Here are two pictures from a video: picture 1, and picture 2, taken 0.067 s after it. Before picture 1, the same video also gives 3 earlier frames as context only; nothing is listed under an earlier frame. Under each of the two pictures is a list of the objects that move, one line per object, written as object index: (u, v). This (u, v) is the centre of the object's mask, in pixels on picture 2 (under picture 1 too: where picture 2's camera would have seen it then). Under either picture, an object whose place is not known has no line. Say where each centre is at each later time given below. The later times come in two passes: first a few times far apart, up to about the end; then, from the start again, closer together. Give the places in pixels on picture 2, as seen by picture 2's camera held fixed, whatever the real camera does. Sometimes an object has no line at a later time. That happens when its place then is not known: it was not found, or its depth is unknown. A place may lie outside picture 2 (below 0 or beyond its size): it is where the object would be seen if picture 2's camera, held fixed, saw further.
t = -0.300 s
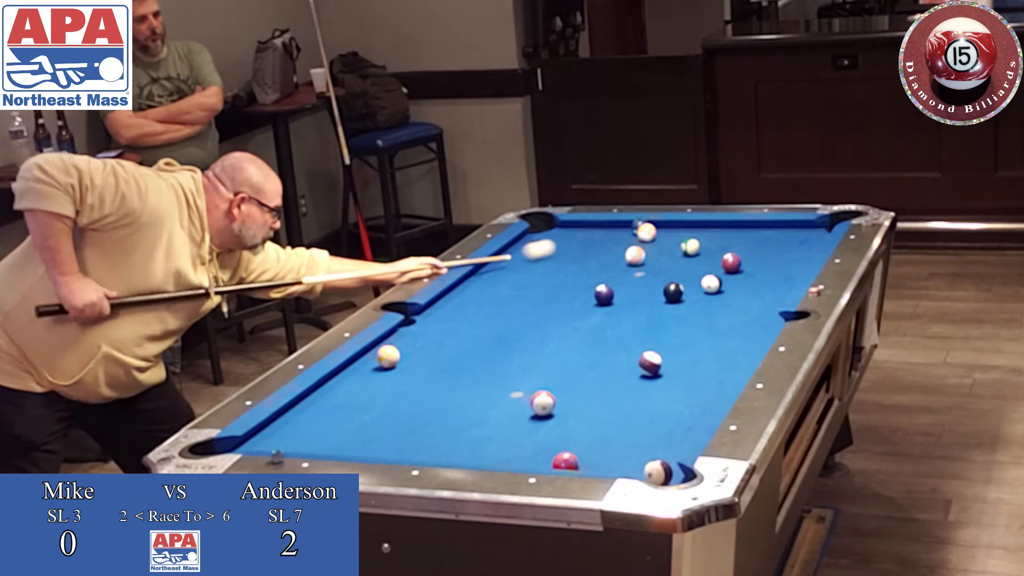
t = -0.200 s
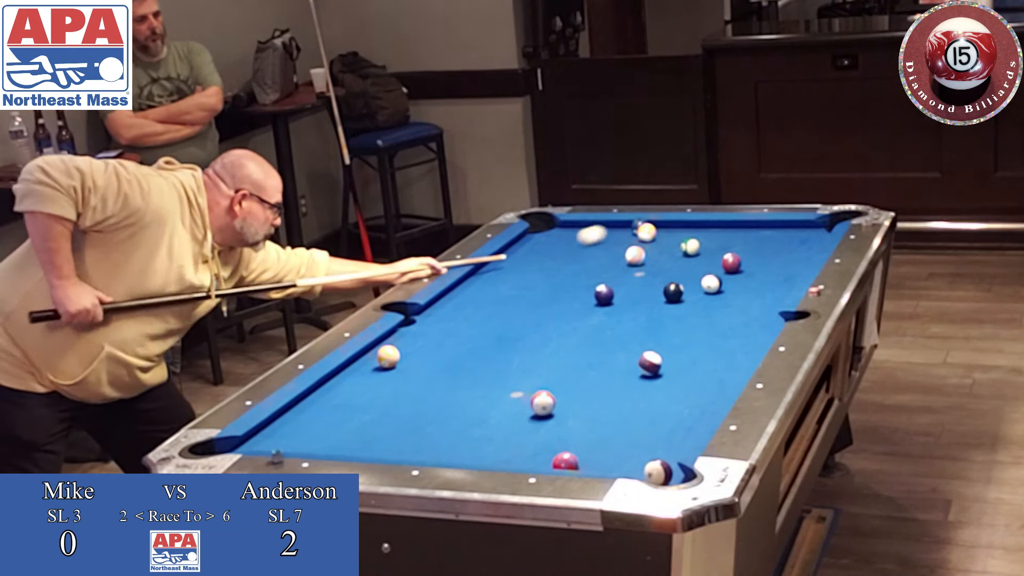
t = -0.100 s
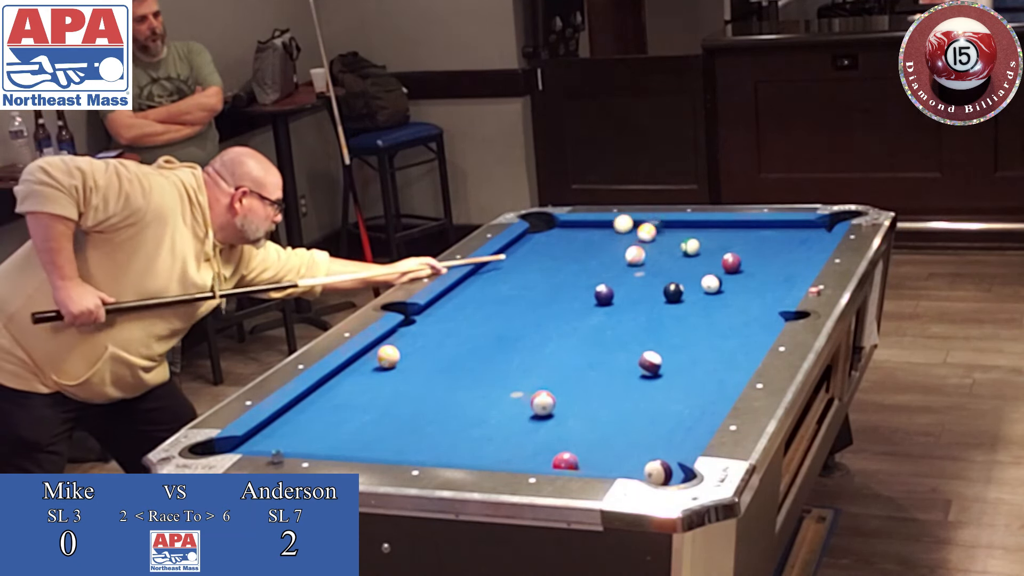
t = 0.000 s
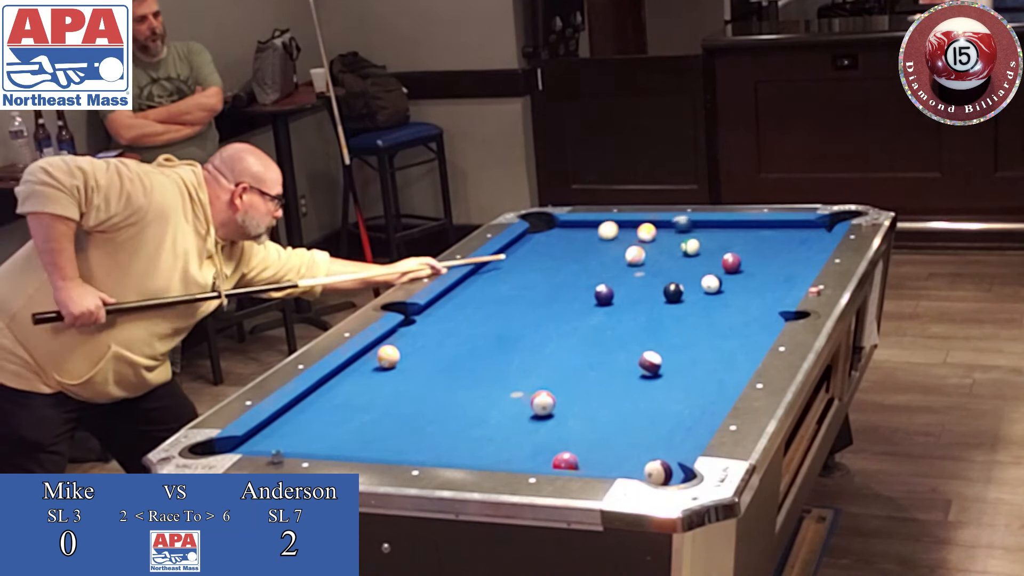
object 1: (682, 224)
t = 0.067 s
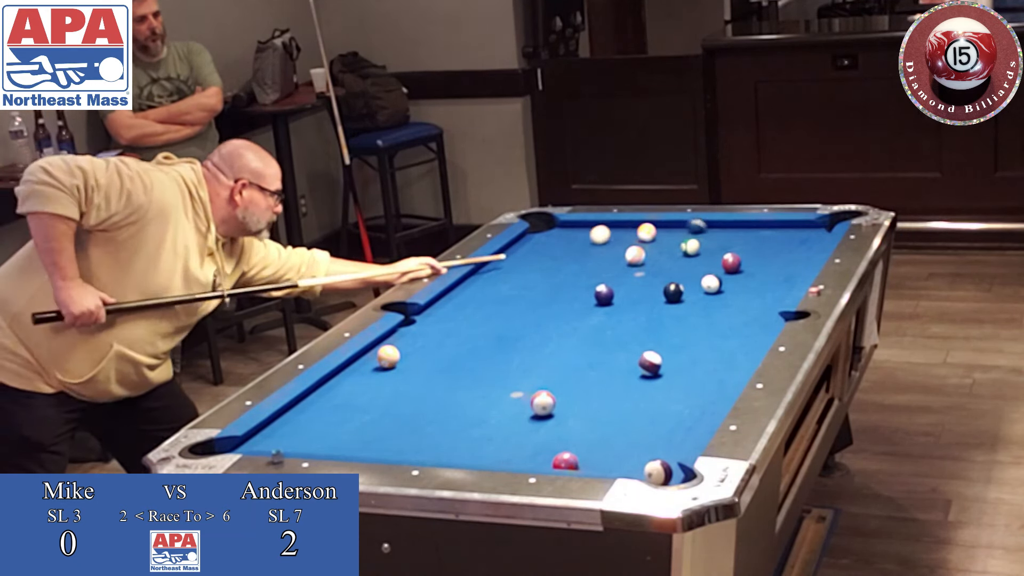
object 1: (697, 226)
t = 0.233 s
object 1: (728, 227)
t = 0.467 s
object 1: (774, 229)
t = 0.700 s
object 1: (818, 231)
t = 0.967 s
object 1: (794, 234)
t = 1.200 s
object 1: (763, 235)
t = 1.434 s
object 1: (733, 237)
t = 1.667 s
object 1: (706, 238)
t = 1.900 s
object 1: (676, 240)
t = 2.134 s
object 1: (653, 241)
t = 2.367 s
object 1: (627, 241)
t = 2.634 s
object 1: (604, 244)
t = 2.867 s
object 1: (583, 244)
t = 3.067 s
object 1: (566, 246)
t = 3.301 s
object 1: (549, 247)
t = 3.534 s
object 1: (533, 247)
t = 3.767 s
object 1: (517, 247)
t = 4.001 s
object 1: (514, 247)
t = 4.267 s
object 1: (522, 247)
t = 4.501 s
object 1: (528, 249)
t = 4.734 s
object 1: (532, 249)
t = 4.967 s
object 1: (535, 249)
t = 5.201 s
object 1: (535, 249)
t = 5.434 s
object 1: (535, 249)
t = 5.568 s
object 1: (535, 248)
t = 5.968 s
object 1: (539, 249)
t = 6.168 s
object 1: (535, 249)
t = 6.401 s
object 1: (535, 249)
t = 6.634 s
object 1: (535, 249)
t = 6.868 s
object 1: (535, 249)
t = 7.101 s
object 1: (535, 249)
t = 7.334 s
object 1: (535, 249)
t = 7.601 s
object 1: (535, 249)
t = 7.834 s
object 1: (535, 249)
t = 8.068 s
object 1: (535, 249)
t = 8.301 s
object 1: (535, 249)
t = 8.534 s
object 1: (535, 249)
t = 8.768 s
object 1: (535, 249)
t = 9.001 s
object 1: (535, 249)
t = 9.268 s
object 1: (535, 249)
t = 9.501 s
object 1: (535, 249)
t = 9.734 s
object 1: (535, 249)
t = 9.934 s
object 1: (535, 249)
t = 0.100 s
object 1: (703, 226)
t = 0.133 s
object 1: (709, 225)
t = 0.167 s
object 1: (716, 226)
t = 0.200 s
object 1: (722, 227)
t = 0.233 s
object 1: (728, 227)
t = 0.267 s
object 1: (735, 226)
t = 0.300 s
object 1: (742, 227)
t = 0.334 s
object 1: (748, 229)
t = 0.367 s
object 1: (754, 228)
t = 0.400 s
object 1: (760, 228)
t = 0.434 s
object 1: (768, 228)
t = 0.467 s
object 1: (774, 229)
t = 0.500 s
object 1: (779, 230)
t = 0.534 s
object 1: (786, 229)
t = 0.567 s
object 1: (793, 230)
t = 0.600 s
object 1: (800, 231)
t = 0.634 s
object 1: (806, 231)
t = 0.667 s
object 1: (811, 230)
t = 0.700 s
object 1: (818, 231)
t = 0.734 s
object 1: (823, 231)
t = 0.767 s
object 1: (821, 231)
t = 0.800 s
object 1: (817, 232)
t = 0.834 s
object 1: (812, 232)
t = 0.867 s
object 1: (807, 232)
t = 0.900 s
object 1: (802, 233)
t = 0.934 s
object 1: (798, 234)
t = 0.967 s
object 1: (794, 234)
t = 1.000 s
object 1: (789, 234)
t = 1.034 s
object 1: (784, 234)
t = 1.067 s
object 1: (780, 235)
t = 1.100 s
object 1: (775, 234)
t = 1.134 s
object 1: (772, 235)
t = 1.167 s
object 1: (767, 235)
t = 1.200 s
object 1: (763, 235)
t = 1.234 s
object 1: (759, 235)
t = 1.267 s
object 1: (754, 235)
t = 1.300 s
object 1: (749, 235)
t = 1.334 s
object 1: (745, 236)
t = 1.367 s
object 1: (741, 236)
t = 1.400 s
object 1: (737, 237)
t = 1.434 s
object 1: (733, 237)
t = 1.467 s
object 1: (729, 237)
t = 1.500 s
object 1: (725, 237)
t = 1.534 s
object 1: (721, 238)
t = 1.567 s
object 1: (717, 238)
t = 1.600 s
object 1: (713, 238)
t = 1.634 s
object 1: (709, 239)
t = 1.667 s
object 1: (706, 238)
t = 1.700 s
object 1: (703, 237)
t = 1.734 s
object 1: (699, 236)
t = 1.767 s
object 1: (693, 235)
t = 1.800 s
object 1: (688, 235)
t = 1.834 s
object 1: (682, 237)
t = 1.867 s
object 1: (678, 239)
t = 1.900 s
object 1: (676, 240)
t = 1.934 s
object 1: (674, 240)
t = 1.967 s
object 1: (670, 241)
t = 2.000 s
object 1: (667, 241)
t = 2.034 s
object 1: (664, 241)
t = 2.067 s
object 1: (660, 241)
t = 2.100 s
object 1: (657, 241)
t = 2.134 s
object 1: (653, 241)
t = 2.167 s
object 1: (650, 241)
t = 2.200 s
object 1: (647, 241)
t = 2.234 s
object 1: (643, 241)
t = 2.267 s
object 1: (640, 240)
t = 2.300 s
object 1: (635, 239)
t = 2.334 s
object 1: (631, 240)
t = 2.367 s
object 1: (627, 241)
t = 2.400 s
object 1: (624, 242)
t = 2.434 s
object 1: (622, 243)
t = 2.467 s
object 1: (620, 243)
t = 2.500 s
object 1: (616, 243)
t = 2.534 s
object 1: (613, 244)
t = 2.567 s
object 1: (610, 244)
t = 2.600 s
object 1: (607, 244)
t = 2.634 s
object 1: (604, 244)
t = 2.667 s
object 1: (600, 244)
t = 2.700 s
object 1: (598, 244)
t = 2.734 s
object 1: (595, 245)
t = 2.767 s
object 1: (592, 245)
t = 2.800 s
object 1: (590, 244)
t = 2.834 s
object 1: (587, 244)
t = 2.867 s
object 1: (583, 244)
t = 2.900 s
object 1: (580, 244)
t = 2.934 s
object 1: (577, 244)
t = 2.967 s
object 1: (574, 244)
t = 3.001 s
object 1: (571, 245)
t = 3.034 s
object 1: (569, 246)
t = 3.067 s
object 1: (566, 246)
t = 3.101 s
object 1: (564, 246)
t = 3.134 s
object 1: (561, 246)
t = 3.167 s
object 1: (559, 246)
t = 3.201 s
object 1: (556, 246)
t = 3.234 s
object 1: (554, 246)
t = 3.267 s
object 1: (551, 247)
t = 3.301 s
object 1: (549, 247)
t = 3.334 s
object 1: (546, 247)
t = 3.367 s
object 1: (544, 247)
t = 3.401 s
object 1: (542, 247)
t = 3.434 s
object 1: (540, 247)
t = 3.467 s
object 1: (537, 247)
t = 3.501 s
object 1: (535, 247)
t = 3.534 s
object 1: (533, 247)
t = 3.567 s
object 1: (531, 246)
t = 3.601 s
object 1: (528, 246)
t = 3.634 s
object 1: (526, 246)
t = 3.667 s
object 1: (524, 246)
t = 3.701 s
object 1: (521, 246)
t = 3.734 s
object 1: (519, 246)
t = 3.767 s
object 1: (517, 247)
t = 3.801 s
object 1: (515, 247)
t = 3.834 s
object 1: (513, 247)
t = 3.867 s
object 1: (511, 248)
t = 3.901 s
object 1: (511, 248)
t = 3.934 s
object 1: (512, 247)
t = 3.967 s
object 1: (513, 247)
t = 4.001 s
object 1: (514, 247)
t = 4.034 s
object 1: (515, 247)
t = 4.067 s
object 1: (516, 247)
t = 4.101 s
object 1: (518, 247)
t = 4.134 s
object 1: (519, 247)
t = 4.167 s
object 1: (520, 247)
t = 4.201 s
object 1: (520, 248)
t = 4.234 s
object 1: (521, 248)
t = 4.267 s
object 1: (522, 247)
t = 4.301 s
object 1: (524, 247)
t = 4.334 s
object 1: (525, 248)
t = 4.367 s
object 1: (525, 248)
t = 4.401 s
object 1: (526, 248)
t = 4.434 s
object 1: (526, 248)
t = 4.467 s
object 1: (527, 248)
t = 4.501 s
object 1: (528, 249)
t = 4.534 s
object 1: (529, 249)
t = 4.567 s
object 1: (529, 249)
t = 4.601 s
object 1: (530, 249)
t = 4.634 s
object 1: (530, 249)
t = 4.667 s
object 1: (531, 249)
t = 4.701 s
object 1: (531, 249)
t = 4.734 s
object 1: (532, 249)
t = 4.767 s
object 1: (532, 249)
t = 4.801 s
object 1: (533, 249)
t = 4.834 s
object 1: (533, 249)
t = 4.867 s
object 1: (534, 249)
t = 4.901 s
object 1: (534, 249)
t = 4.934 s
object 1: (535, 249)
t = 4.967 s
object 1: (535, 249)
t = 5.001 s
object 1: (535, 249)
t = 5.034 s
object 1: (535, 249)
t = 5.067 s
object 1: (535, 249)
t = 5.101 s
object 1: (536, 249)
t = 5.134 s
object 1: (536, 249)
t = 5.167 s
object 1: (536, 249)
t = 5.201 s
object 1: (535, 249)
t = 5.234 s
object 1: (535, 249)
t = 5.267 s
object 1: (535, 249)
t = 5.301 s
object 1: (536, 249)
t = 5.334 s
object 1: (535, 249)
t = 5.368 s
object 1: (535, 249)
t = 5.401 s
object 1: (535, 249)
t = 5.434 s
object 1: (535, 249)
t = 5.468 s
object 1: (535, 249)
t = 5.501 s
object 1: (535, 249)
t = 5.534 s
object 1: (535, 249)
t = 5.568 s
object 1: (535, 248)
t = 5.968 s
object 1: (539, 249)
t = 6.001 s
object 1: (535, 249)
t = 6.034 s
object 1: (535, 249)
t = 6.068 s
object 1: (535, 249)
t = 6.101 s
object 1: (535, 249)
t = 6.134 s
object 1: (535, 249)
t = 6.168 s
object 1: (535, 249)
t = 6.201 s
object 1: (535, 249)
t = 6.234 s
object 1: (535, 249)
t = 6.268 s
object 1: (535, 249)
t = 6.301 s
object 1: (535, 249)
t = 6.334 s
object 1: (535, 249)
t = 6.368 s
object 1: (535, 249)
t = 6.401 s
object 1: (535, 249)
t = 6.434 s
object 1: (535, 249)
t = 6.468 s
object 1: (535, 249)
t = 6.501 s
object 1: (535, 249)
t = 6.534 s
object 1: (535, 249)
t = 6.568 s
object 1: (535, 249)
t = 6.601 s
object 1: (535, 249)
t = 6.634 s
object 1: (535, 249)
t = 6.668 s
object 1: (535, 249)
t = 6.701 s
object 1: (535, 249)
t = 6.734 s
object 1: (535, 249)
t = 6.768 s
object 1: (535, 249)
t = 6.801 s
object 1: (535, 249)
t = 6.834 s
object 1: (535, 249)
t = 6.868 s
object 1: (535, 249)
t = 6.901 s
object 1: (535, 249)
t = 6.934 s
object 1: (535, 249)
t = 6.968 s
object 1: (535, 249)
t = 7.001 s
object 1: (535, 249)
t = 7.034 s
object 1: (535, 249)
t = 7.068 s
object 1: (535, 249)
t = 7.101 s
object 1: (535, 249)
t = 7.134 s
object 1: (535, 249)
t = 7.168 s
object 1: (535, 249)
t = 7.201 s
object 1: (535, 249)
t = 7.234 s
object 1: (535, 249)
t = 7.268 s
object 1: (535, 249)
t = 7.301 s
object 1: (535, 249)
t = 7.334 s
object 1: (535, 249)
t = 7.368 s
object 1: (535, 249)
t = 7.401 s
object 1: (535, 249)
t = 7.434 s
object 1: (535, 249)
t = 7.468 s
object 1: (535, 249)
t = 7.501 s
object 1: (535, 249)
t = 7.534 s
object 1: (535, 249)
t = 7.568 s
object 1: (535, 249)
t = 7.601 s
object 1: (535, 249)
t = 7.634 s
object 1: (535, 249)
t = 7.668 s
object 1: (535, 249)
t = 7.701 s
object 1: (535, 249)
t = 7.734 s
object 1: (535, 249)
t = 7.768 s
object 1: (535, 249)
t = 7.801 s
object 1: (535, 249)
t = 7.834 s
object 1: (535, 249)
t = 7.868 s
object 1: (535, 249)
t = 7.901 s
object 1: (535, 249)
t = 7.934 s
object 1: (535, 249)
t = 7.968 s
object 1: (535, 249)
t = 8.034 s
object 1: (535, 249)
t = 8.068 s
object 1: (535, 249)
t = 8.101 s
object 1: (535, 249)
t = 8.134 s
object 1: (535, 249)
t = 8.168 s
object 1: (535, 249)
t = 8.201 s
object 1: (535, 249)
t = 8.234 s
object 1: (535, 249)
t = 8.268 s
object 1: (535, 249)
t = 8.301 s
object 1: (535, 249)
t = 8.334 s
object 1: (535, 249)
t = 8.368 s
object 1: (535, 249)
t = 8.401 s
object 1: (535, 249)
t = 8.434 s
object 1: (535, 249)
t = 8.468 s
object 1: (535, 249)
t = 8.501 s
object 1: (535, 249)
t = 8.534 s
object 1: (535, 249)
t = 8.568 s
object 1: (535, 249)
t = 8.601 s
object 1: (535, 249)
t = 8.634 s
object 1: (535, 249)
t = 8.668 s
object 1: (535, 249)
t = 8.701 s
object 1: (535, 249)
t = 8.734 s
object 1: (535, 249)
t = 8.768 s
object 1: (535, 249)
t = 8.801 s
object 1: (535, 249)
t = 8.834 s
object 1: (535, 249)
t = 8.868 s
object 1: (535, 249)
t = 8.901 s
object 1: (535, 249)
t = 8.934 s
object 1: (535, 249)
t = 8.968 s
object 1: (535, 249)
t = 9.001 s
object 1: (535, 249)
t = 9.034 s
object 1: (535, 249)
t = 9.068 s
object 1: (535, 249)
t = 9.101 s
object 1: (535, 249)
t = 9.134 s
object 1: (535, 249)
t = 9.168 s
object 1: (535, 249)
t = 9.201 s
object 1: (535, 249)
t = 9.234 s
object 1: (535, 249)
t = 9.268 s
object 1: (535, 249)
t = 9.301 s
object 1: (535, 249)
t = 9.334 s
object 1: (535, 249)
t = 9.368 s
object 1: (535, 249)
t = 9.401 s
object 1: (535, 249)
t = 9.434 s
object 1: (535, 249)
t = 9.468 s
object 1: (535, 249)
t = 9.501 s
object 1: (535, 249)
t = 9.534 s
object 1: (535, 249)
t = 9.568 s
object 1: (535, 249)
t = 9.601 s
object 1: (535, 249)
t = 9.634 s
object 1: (535, 249)
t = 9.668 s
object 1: (535, 249)
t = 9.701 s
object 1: (535, 249)
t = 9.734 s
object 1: (535, 249)
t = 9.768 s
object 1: (535, 249)
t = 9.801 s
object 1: (535, 249)
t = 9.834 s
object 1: (535, 249)
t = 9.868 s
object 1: (535, 249)
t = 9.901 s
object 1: (535, 249)
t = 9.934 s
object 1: (535, 249)
